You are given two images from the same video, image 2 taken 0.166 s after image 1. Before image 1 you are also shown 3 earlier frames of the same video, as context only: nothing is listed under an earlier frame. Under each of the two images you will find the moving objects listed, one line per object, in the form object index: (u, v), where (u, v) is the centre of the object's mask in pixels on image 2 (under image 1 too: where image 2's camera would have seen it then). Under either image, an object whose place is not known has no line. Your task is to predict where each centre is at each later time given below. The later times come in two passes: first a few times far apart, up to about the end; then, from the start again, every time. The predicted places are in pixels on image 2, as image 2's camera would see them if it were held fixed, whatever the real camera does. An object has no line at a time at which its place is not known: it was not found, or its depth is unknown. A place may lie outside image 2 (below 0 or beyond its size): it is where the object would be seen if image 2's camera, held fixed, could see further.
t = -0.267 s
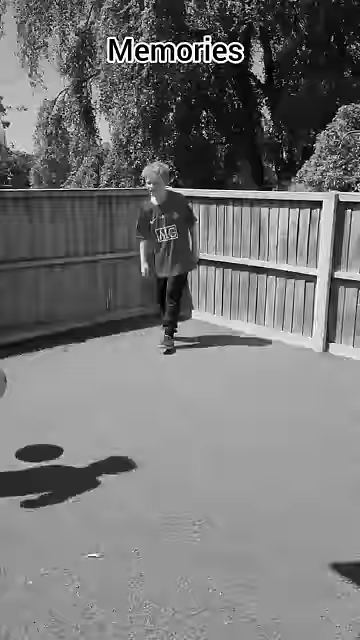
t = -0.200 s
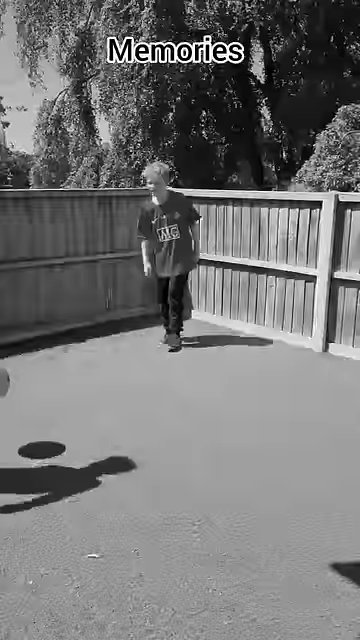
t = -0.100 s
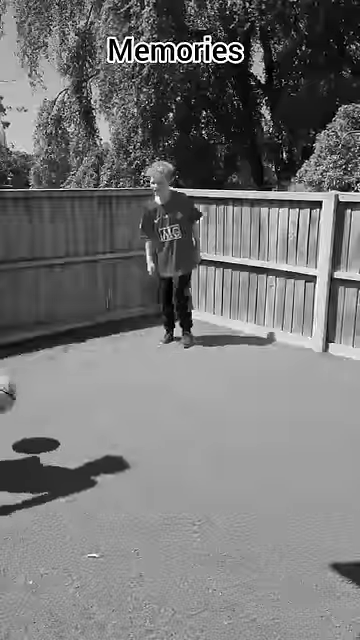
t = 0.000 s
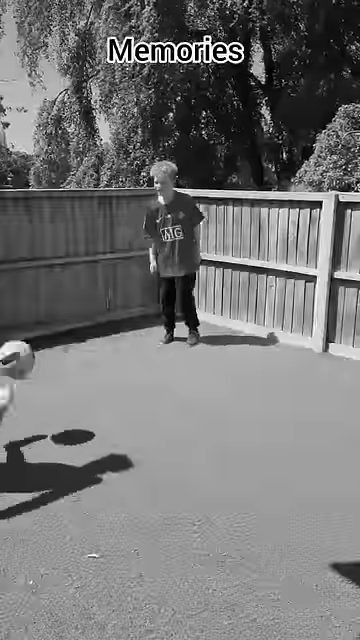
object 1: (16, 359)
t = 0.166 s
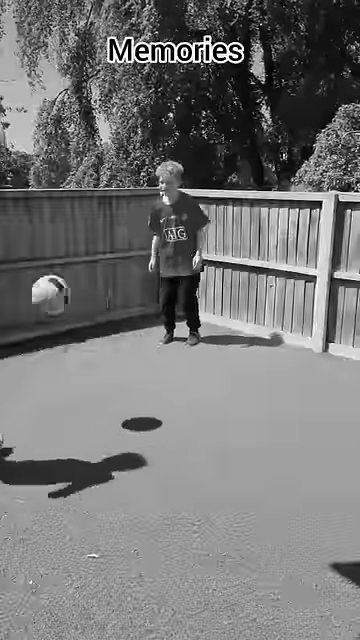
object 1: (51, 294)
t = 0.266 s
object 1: (74, 275)
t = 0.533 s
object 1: (134, 312)
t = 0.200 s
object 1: (58, 285)
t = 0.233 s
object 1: (66, 279)
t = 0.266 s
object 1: (74, 275)
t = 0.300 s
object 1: (82, 271)
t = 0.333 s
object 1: (90, 271)
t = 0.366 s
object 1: (97, 273)
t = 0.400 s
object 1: (104, 276)
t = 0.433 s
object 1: (110, 281)
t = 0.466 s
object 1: (120, 290)
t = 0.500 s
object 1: (126, 301)
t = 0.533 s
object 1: (134, 312)
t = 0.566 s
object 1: (137, 317)
